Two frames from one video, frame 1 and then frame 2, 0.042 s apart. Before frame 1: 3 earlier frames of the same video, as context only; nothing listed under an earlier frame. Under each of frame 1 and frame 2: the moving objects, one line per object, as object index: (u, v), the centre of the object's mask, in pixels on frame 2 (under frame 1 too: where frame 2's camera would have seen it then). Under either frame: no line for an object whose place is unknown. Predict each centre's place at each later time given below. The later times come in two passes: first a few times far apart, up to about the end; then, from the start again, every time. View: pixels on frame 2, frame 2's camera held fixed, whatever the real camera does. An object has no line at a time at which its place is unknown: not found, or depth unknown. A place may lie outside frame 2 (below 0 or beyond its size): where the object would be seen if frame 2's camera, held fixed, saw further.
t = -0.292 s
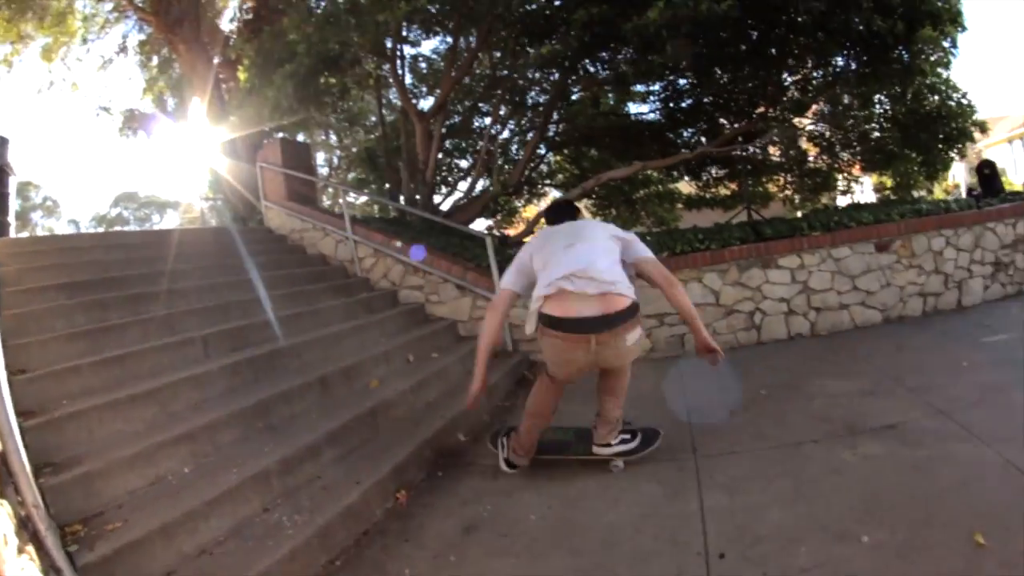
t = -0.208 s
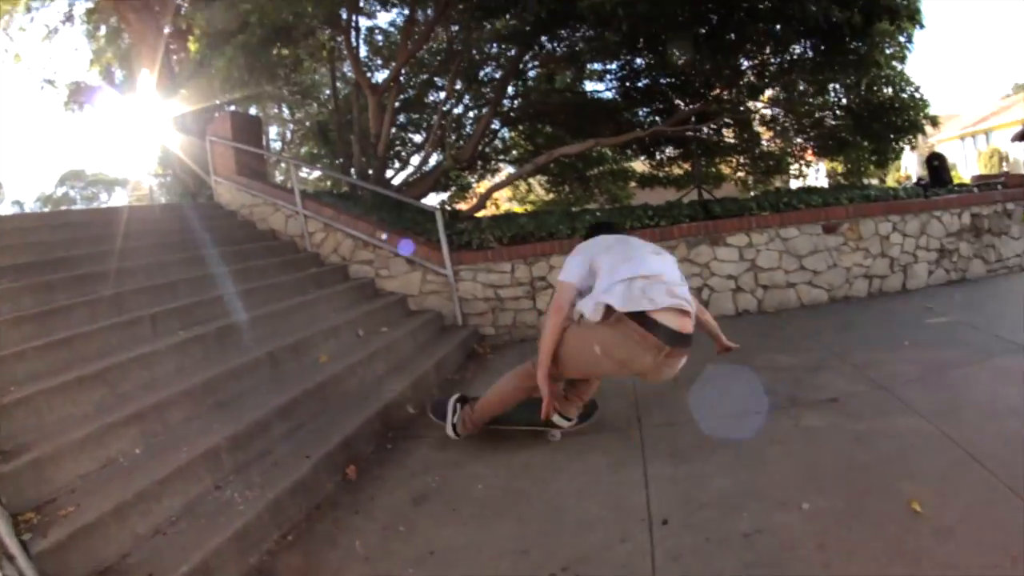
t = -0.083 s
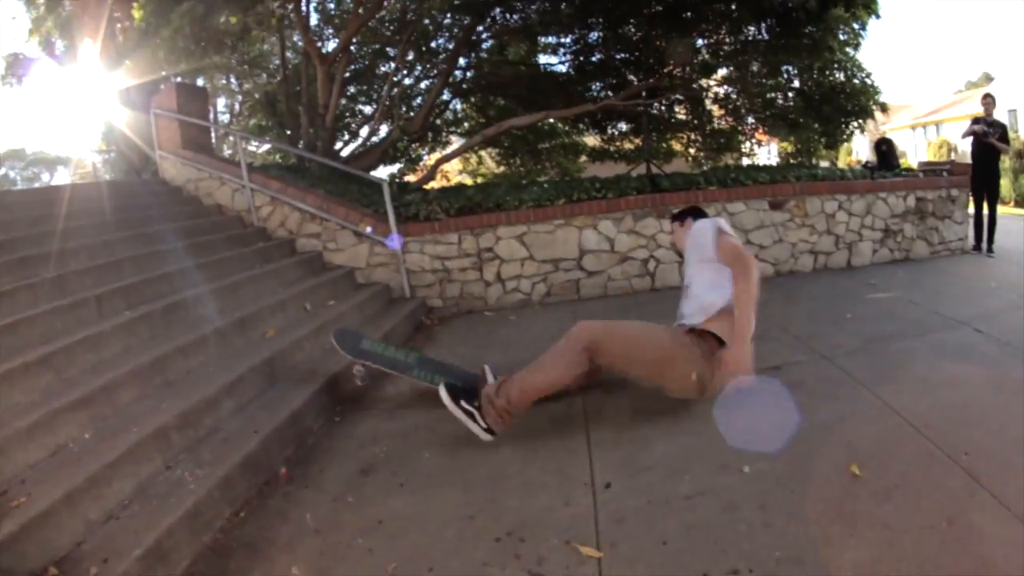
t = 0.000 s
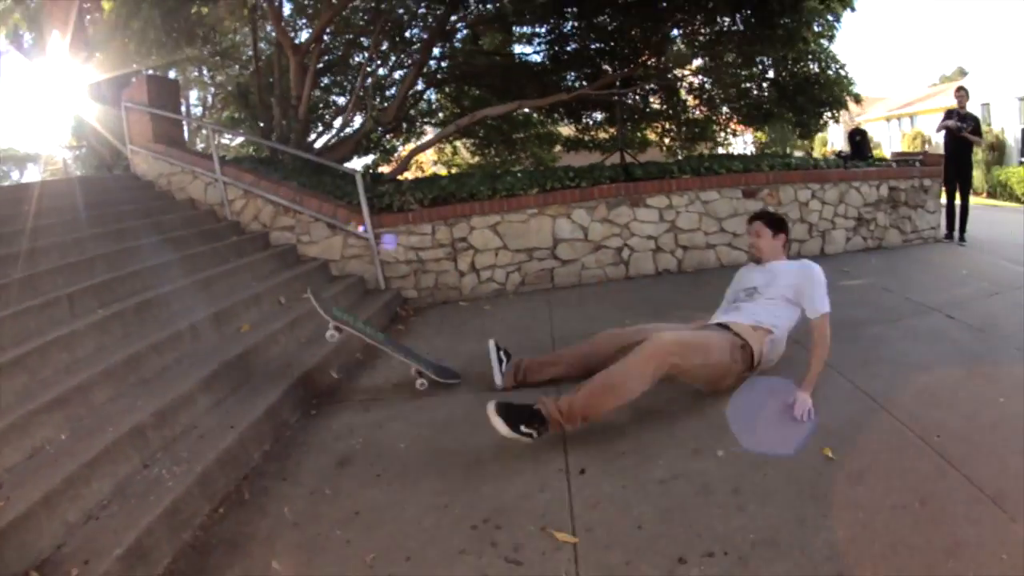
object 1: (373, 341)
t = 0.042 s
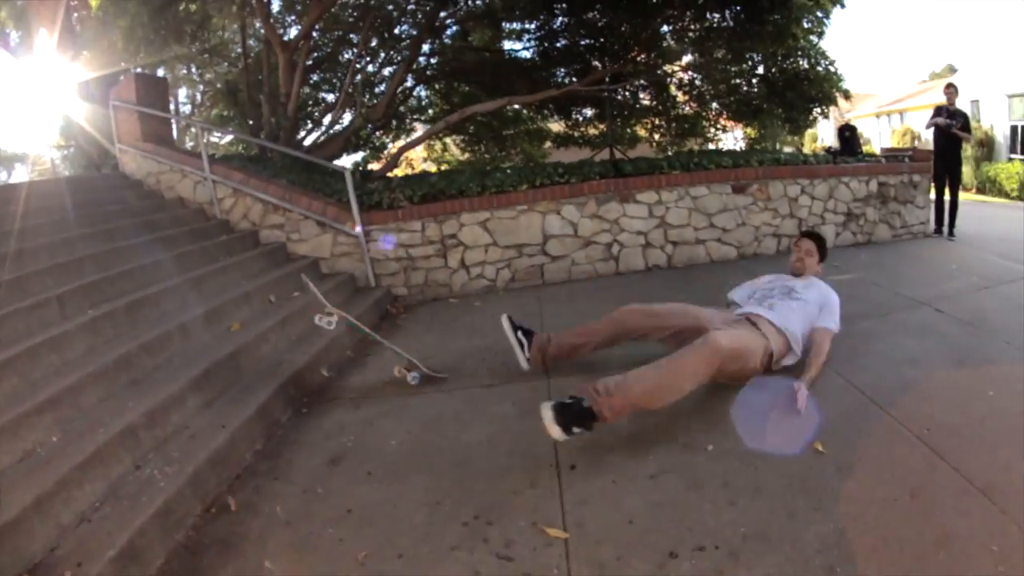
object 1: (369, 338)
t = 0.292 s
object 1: (376, 379)
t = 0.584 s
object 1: (391, 435)
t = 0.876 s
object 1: (374, 467)
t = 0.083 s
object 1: (365, 331)
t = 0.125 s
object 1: (364, 331)
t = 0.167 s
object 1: (364, 333)
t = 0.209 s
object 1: (366, 343)
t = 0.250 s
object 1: (369, 355)
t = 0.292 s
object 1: (376, 379)
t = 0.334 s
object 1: (389, 390)
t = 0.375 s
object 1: (399, 409)
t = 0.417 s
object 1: (401, 417)
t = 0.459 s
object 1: (398, 417)
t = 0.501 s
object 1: (396, 421)
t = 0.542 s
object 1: (394, 429)
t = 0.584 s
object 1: (391, 435)
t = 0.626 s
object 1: (388, 440)
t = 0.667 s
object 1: (386, 444)
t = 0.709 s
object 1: (383, 450)
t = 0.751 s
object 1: (382, 453)
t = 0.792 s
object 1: (379, 459)
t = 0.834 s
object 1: (377, 462)
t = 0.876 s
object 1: (374, 467)
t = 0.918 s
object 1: (372, 471)
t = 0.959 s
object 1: (369, 476)
